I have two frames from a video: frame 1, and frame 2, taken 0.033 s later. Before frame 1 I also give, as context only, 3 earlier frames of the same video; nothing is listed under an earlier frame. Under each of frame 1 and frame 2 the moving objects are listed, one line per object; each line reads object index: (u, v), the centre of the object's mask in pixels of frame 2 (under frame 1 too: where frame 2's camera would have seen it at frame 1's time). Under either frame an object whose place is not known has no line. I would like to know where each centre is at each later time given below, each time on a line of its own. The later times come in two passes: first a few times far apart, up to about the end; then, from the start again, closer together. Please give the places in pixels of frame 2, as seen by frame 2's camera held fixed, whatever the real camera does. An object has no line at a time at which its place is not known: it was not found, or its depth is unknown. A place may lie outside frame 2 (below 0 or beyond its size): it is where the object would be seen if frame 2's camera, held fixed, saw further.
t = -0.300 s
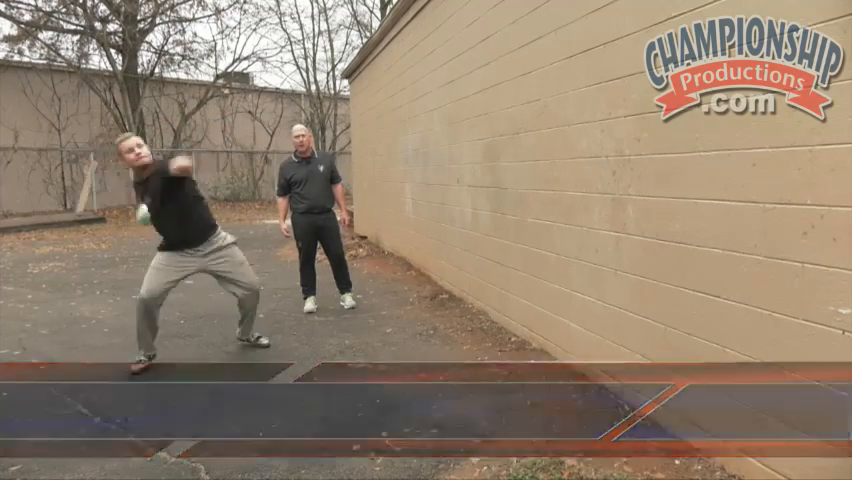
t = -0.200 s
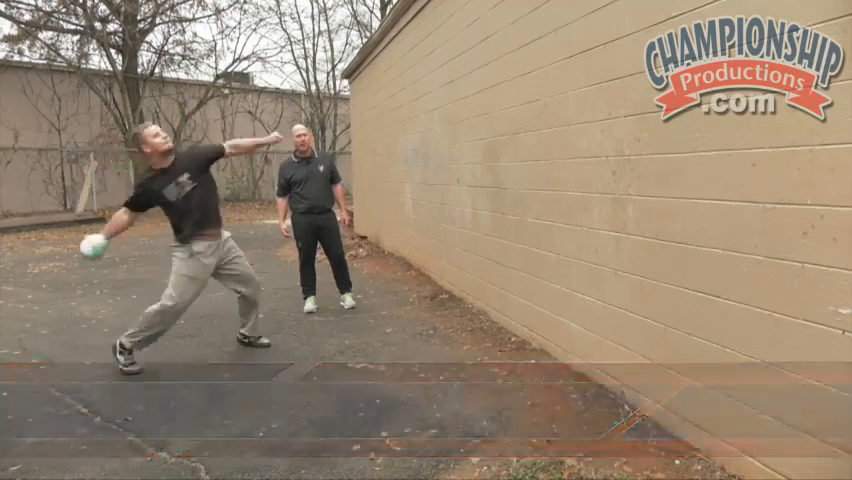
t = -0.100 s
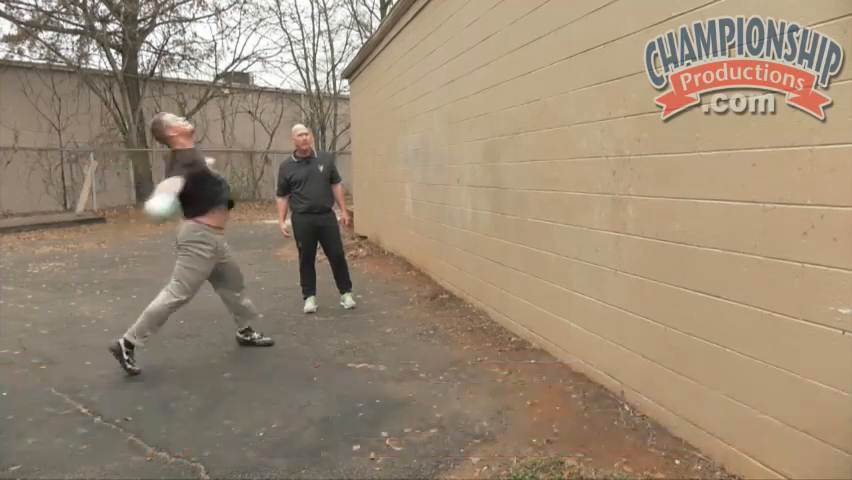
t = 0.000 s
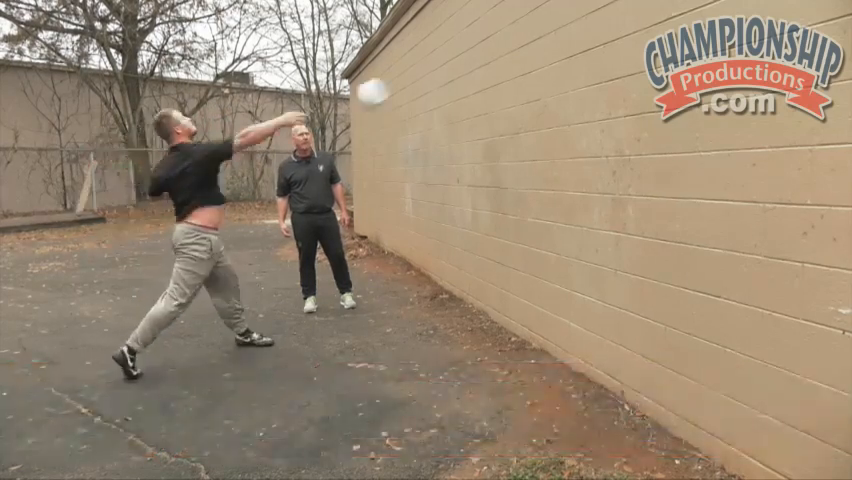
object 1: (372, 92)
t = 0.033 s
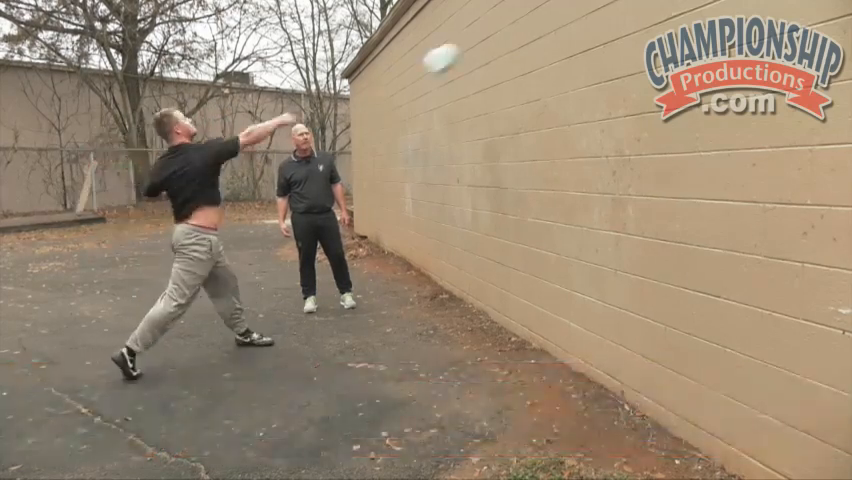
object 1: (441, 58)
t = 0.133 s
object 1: (538, 6)
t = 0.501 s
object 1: (476, 30)
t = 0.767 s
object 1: (424, 207)
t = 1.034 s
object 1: (401, 399)
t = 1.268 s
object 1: (403, 401)
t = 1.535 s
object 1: (403, 401)
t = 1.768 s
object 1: (403, 401)
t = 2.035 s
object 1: (403, 401)
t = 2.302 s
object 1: (403, 401)
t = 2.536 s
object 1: (403, 401)
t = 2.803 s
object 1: (403, 401)
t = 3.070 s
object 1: (403, 401)
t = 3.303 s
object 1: (403, 401)
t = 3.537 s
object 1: (403, 401)
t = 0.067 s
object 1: (511, 26)
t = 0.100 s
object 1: (547, 11)
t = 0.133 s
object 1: (538, 6)
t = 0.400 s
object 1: (491, 6)
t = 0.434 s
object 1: (487, 9)
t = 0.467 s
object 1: (482, 17)
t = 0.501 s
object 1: (476, 30)
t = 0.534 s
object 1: (469, 45)
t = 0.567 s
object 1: (463, 62)
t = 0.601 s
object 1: (456, 81)
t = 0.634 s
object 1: (451, 101)
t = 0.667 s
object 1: (445, 126)
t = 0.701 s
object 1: (437, 150)
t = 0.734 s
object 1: (431, 178)
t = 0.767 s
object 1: (424, 207)
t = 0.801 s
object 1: (418, 239)
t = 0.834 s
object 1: (412, 273)
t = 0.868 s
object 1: (406, 308)
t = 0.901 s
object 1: (400, 348)
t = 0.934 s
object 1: (394, 390)
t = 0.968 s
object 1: (394, 400)
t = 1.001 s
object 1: (398, 399)
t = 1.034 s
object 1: (401, 399)
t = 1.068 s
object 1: (404, 400)
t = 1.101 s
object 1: (404, 400)
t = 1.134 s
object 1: (404, 400)
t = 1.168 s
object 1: (403, 401)
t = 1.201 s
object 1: (403, 400)
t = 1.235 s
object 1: (403, 400)
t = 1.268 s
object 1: (403, 401)
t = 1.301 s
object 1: (403, 401)
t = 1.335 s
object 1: (403, 401)
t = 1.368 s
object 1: (403, 401)
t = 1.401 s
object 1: (403, 401)
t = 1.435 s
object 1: (403, 401)
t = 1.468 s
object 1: (403, 401)
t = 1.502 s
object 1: (403, 401)
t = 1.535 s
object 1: (403, 401)
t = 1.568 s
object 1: (403, 401)
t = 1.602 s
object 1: (403, 401)
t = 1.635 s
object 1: (403, 401)
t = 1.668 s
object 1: (403, 401)
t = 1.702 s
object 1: (403, 401)
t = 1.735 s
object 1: (403, 401)
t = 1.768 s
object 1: (403, 401)
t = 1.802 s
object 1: (403, 401)
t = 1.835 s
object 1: (403, 401)
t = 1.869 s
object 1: (403, 401)
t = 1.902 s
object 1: (403, 401)
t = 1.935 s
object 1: (403, 401)
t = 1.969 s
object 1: (403, 401)
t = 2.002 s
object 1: (403, 401)
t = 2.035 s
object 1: (403, 401)
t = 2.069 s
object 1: (403, 401)
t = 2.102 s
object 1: (403, 401)
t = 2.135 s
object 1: (403, 401)
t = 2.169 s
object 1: (403, 401)
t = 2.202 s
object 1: (403, 401)
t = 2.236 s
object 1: (403, 401)
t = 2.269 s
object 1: (403, 401)
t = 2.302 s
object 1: (403, 401)
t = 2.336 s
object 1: (403, 401)
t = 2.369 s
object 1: (403, 401)
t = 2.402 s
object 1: (403, 401)
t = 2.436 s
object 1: (403, 401)
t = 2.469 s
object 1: (403, 401)
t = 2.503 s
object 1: (403, 401)
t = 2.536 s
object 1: (403, 401)
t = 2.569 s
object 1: (403, 401)
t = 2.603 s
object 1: (403, 401)
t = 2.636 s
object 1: (403, 401)
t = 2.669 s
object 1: (403, 401)
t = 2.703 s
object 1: (403, 401)
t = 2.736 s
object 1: (403, 401)
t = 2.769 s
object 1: (403, 401)
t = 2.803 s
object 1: (403, 401)
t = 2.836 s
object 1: (403, 401)
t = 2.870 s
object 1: (403, 401)
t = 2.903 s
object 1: (403, 401)
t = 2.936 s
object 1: (403, 401)
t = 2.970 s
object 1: (403, 401)
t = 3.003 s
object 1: (403, 401)
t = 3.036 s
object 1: (403, 401)
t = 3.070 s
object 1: (403, 401)
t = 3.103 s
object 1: (403, 401)
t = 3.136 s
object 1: (403, 401)
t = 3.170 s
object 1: (403, 401)
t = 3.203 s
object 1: (403, 401)
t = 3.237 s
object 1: (403, 401)
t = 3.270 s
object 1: (403, 401)
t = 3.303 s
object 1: (403, 401)
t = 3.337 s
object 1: (403, 401)
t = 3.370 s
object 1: (403, 401)
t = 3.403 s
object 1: (403, 401)
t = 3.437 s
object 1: (403, 401)
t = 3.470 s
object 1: (403, 401)
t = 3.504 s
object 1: (403, 401)
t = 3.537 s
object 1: (403, 401)
